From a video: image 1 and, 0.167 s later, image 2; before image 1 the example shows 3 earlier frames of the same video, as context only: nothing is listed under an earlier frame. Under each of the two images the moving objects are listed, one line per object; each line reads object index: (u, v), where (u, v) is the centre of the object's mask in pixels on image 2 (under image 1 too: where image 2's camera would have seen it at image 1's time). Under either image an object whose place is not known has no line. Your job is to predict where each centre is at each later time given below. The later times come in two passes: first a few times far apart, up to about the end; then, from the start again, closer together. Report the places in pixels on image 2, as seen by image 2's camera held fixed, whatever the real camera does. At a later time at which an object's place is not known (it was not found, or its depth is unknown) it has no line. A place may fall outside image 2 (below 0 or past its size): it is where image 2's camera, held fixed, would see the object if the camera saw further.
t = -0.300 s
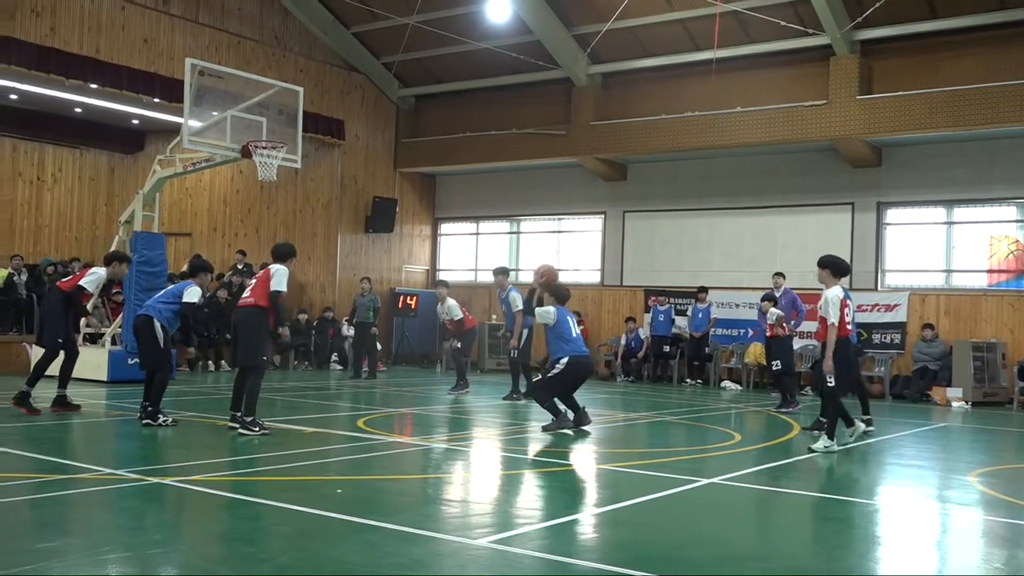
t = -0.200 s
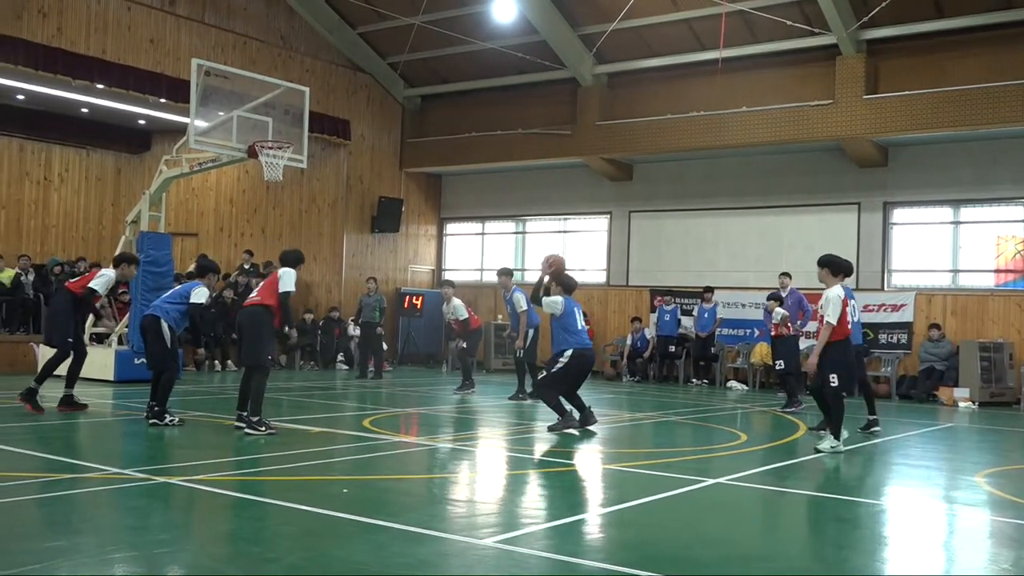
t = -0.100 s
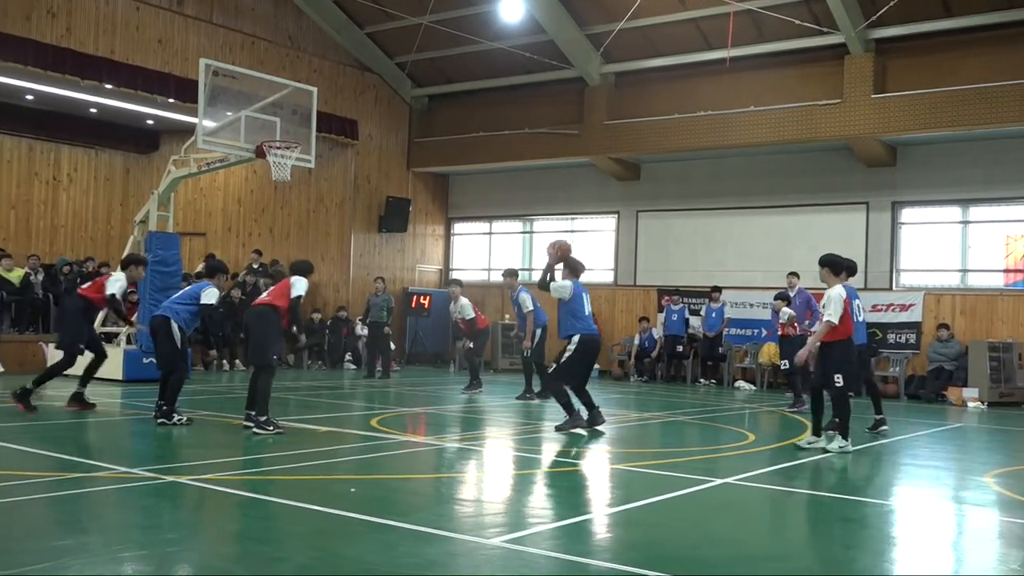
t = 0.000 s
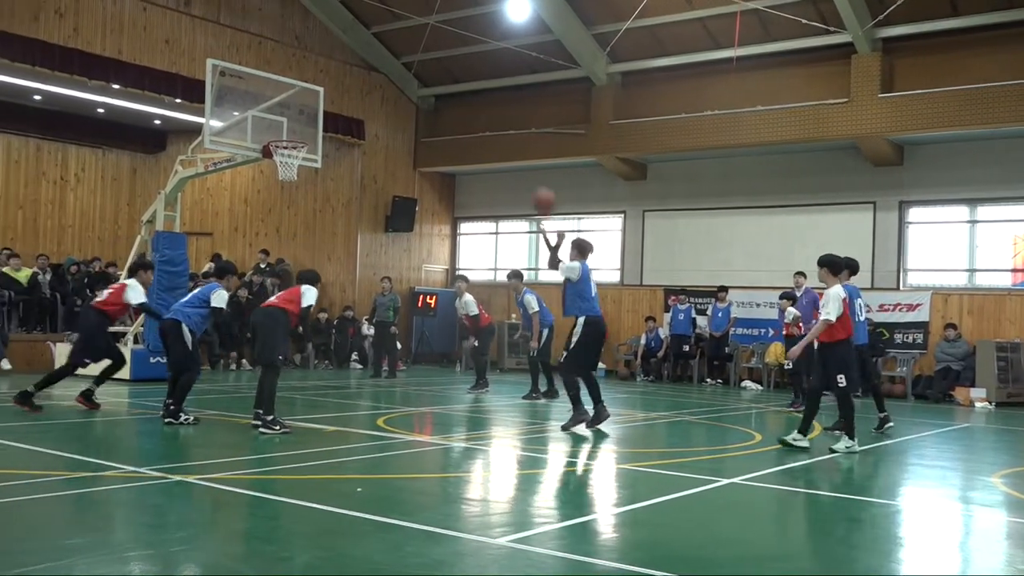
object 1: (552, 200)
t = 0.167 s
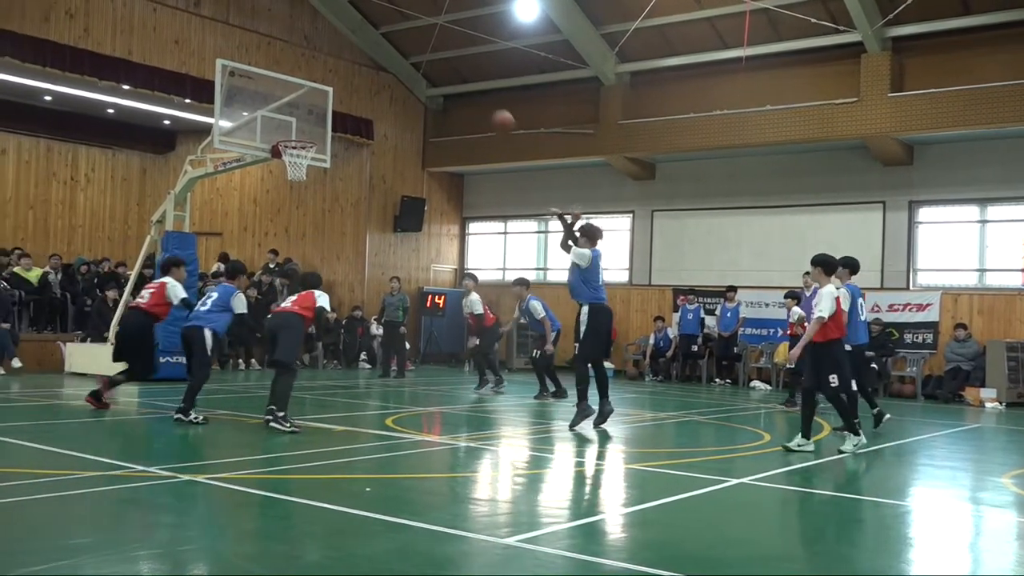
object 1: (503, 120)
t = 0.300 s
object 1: (465, 82)
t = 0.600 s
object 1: (387, 53)
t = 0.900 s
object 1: (314, 102)
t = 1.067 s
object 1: (298, 139)
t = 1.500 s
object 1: (288, 169)
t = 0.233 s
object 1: (484, 96)
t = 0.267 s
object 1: (474, 89)
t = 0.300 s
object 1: (465, 82)
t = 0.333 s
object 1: (456, 74)
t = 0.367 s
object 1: (448, 68)
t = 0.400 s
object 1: (439, 61)
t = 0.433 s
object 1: (430, 58)
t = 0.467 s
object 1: (421, 54)
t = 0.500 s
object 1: (413, 53)
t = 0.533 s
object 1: (404, 52)
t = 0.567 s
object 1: (396, 52)
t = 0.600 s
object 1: (387, 53)
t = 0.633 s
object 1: (378, 54)
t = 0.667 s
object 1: (372, 57)
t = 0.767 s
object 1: (347, 70)
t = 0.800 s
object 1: (339, 77)
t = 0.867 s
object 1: (323, 92)
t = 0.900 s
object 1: (314, 102)
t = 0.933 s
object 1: (306, 109)
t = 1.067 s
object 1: (298, 139)
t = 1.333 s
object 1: (298, 161)
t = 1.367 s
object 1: (297, 160)
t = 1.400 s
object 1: (295, 160)
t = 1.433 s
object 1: (293, 162)
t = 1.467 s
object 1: (290, 164)
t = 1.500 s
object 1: (288, 169)
